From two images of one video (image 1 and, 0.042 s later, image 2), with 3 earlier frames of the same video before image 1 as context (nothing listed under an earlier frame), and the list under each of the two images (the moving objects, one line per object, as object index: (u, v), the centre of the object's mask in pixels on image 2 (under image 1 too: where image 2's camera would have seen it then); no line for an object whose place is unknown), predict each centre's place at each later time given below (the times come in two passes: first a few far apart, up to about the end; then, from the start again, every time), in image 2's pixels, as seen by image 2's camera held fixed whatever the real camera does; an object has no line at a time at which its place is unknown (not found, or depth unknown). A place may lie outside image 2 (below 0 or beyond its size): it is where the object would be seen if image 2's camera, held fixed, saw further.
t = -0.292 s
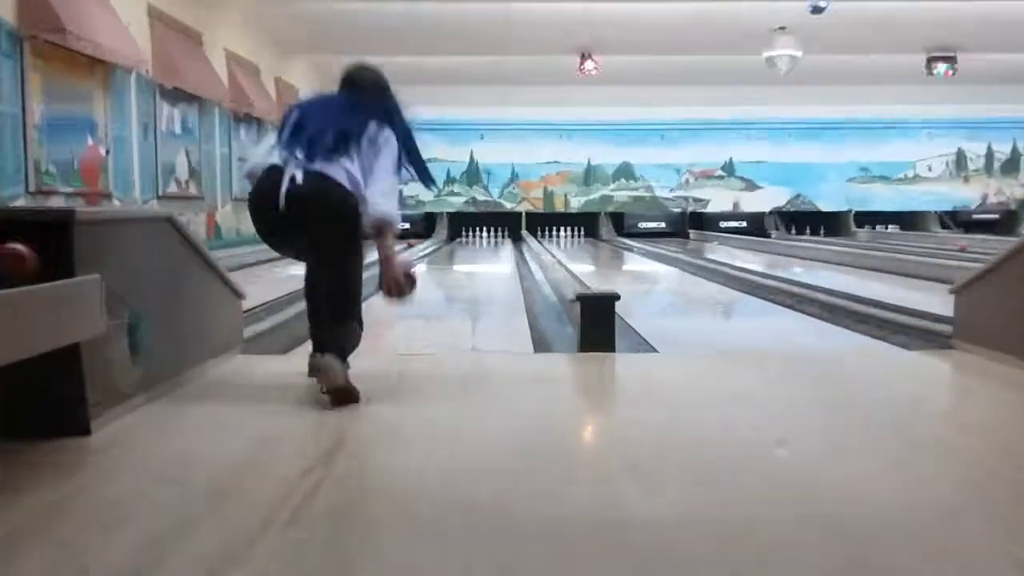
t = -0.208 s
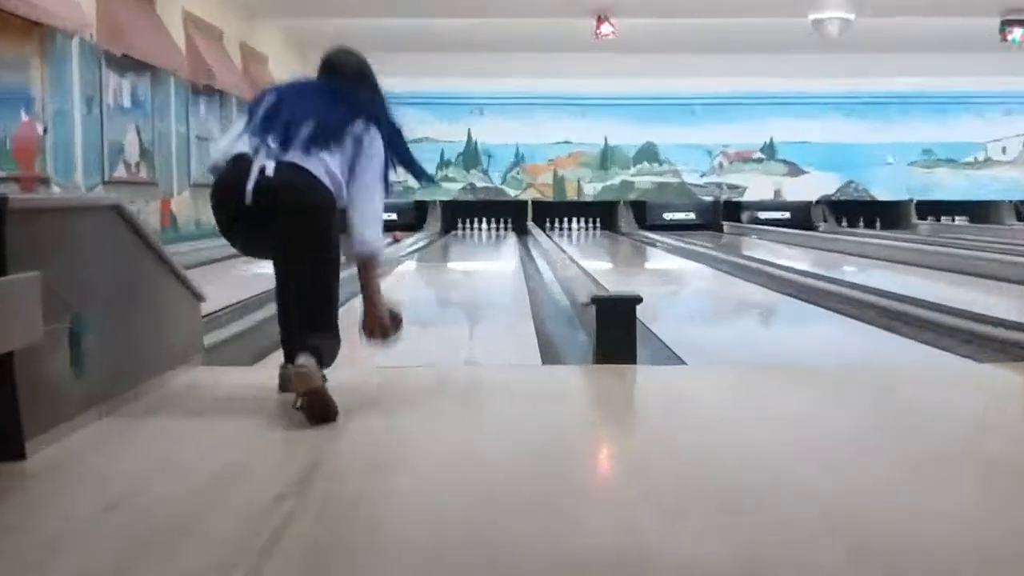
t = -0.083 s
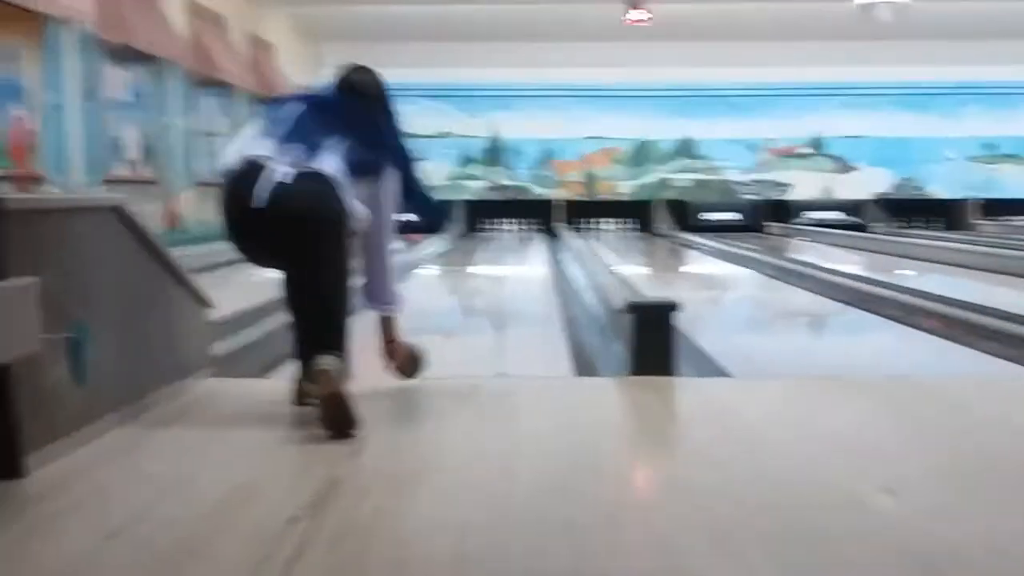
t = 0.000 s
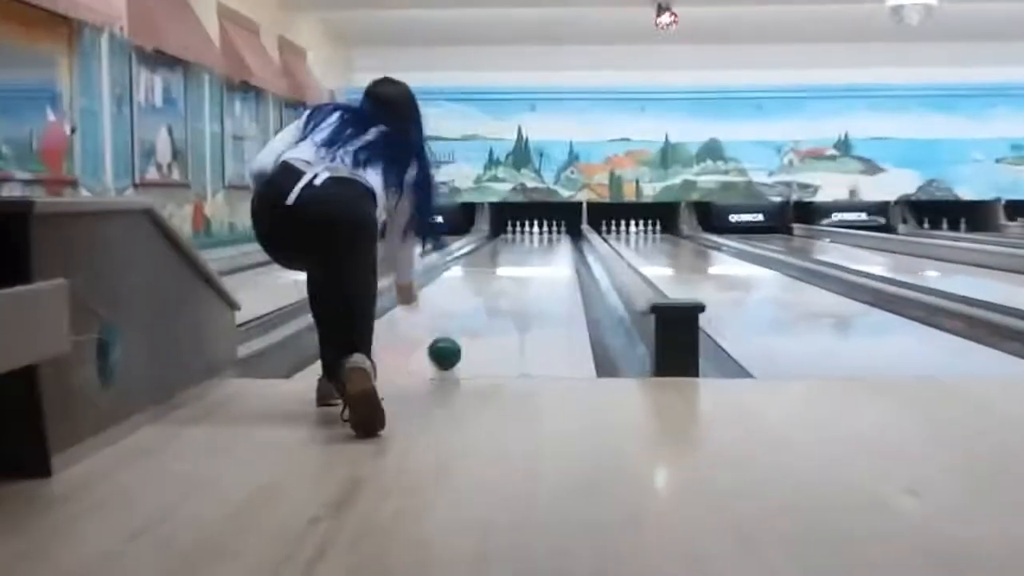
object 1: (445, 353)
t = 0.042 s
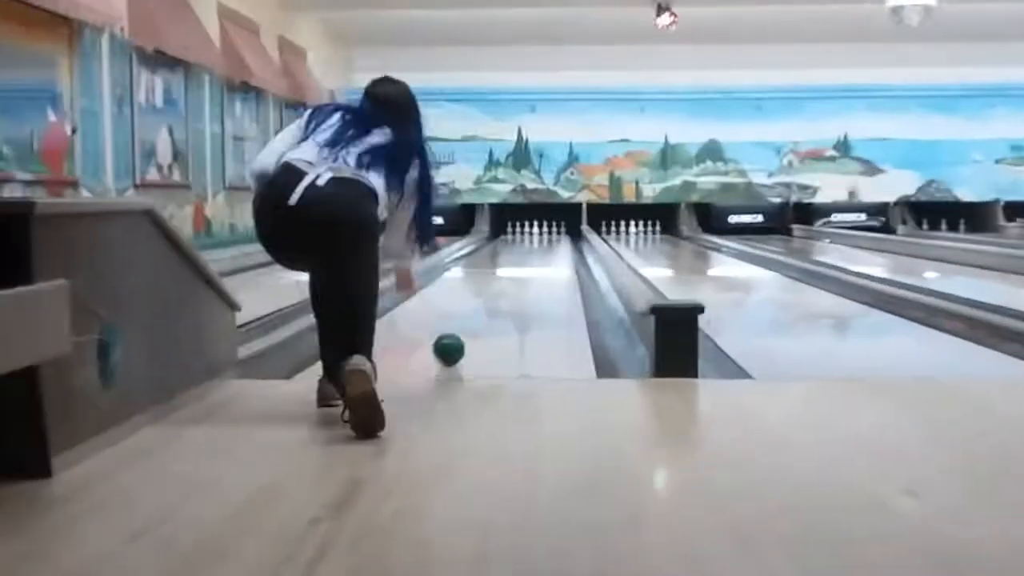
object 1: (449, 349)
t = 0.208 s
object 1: (466, 328)
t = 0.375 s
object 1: (482, 312)
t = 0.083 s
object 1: (452, 344)
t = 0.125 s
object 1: (456, 340)
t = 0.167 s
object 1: (462, 332)
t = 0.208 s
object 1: (466, 328)
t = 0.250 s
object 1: (474, 327)
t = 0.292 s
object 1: (476, 323)
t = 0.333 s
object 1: (482, 317)
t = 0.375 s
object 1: (482, 312)
